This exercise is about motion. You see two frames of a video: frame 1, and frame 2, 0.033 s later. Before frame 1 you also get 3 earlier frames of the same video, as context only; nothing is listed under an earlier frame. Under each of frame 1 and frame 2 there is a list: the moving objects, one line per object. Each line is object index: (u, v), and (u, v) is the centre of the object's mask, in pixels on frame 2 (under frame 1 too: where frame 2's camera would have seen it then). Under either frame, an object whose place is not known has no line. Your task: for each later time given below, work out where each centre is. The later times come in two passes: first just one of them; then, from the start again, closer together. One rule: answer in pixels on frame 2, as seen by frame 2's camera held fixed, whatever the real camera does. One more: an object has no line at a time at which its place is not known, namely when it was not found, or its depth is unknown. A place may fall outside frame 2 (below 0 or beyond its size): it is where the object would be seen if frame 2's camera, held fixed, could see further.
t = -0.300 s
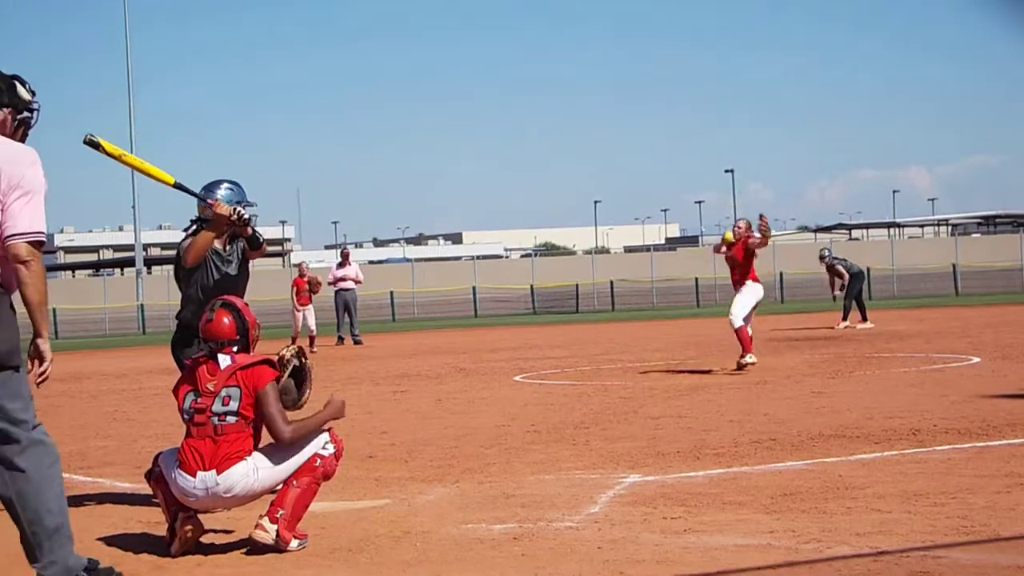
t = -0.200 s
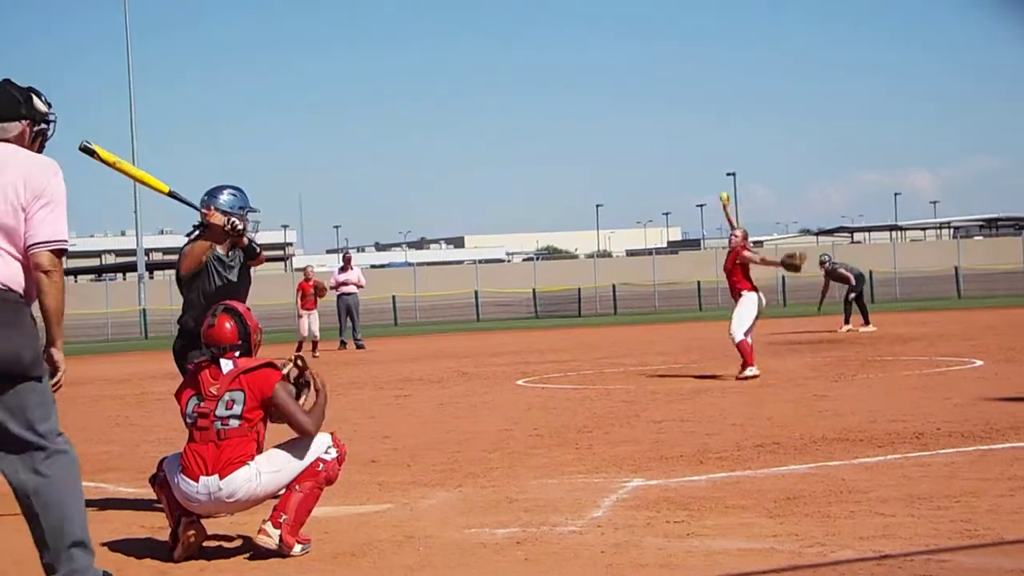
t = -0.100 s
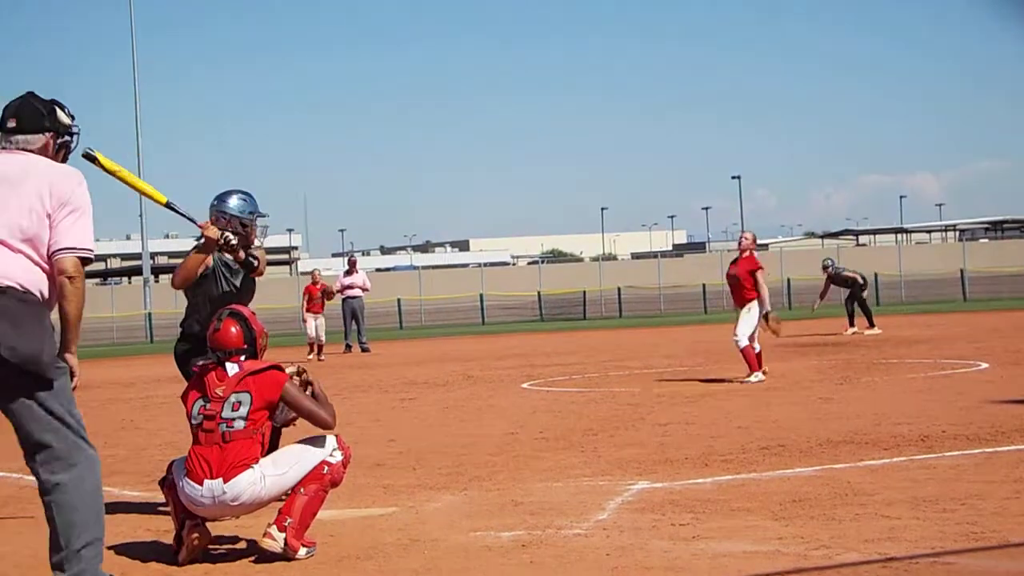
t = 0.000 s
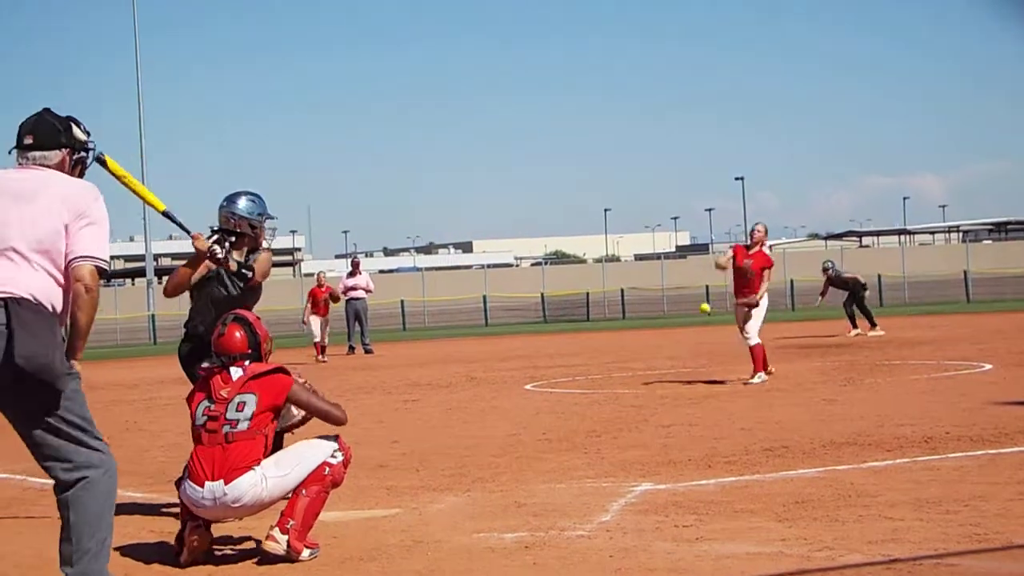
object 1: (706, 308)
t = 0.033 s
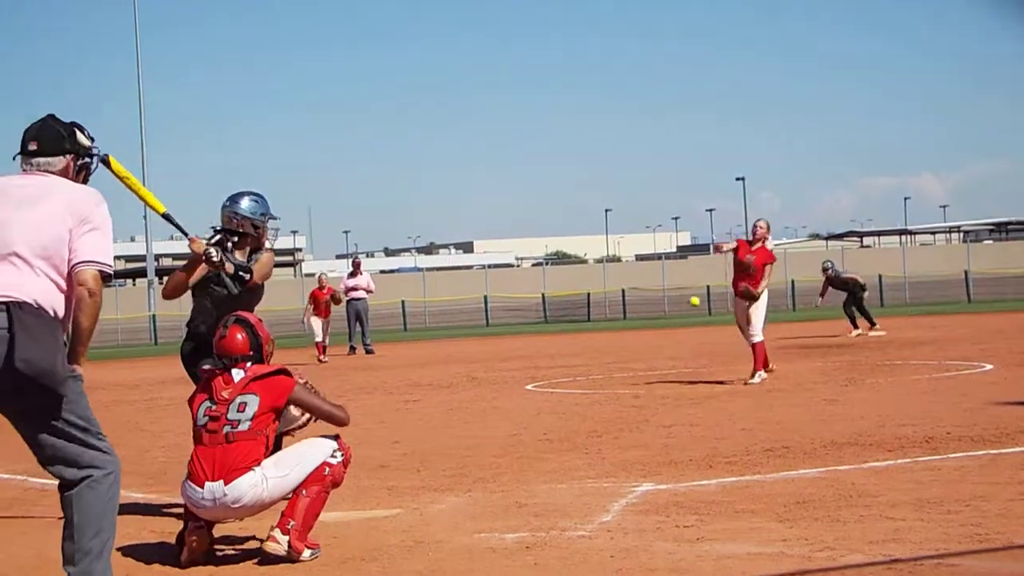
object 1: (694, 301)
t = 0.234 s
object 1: (600, 283)
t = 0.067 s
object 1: (682, 295)
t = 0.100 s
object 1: (668, 290)
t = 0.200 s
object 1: (620, 282)
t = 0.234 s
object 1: (600, 283)
